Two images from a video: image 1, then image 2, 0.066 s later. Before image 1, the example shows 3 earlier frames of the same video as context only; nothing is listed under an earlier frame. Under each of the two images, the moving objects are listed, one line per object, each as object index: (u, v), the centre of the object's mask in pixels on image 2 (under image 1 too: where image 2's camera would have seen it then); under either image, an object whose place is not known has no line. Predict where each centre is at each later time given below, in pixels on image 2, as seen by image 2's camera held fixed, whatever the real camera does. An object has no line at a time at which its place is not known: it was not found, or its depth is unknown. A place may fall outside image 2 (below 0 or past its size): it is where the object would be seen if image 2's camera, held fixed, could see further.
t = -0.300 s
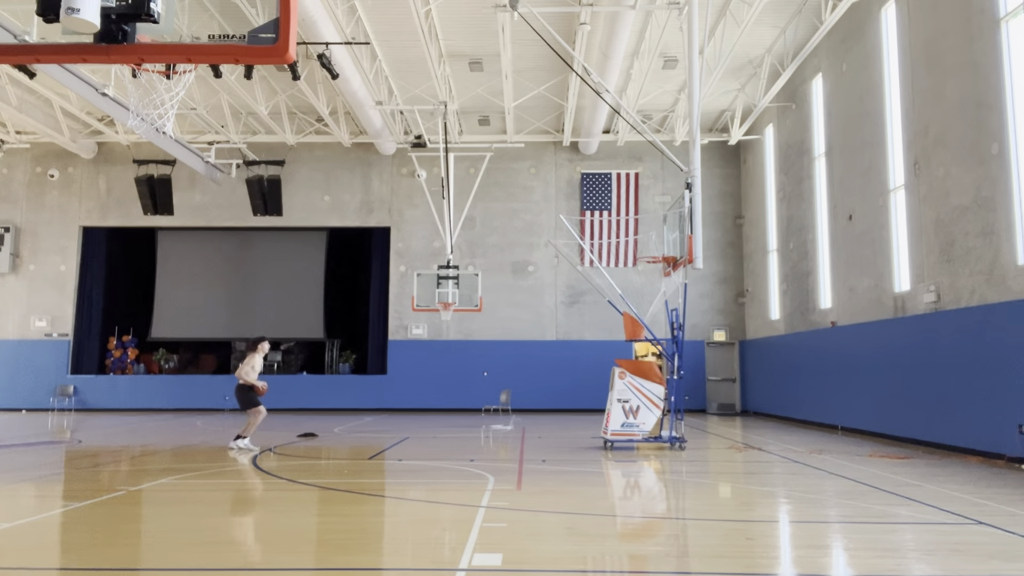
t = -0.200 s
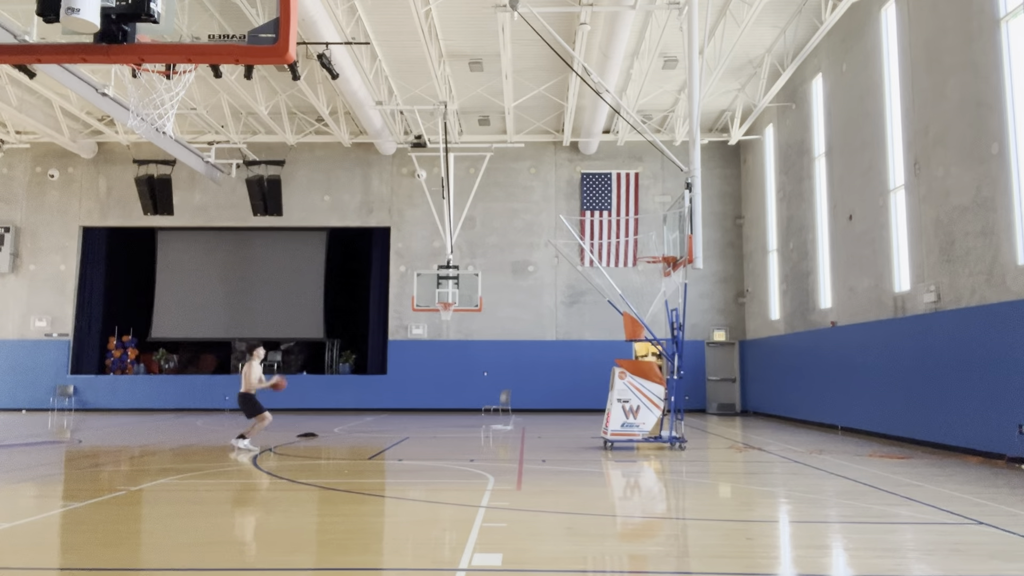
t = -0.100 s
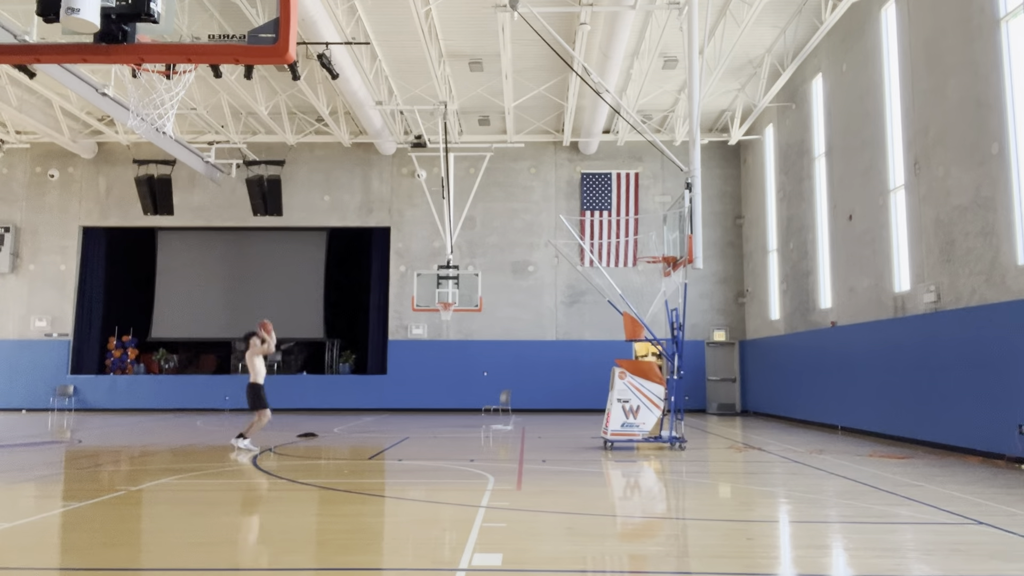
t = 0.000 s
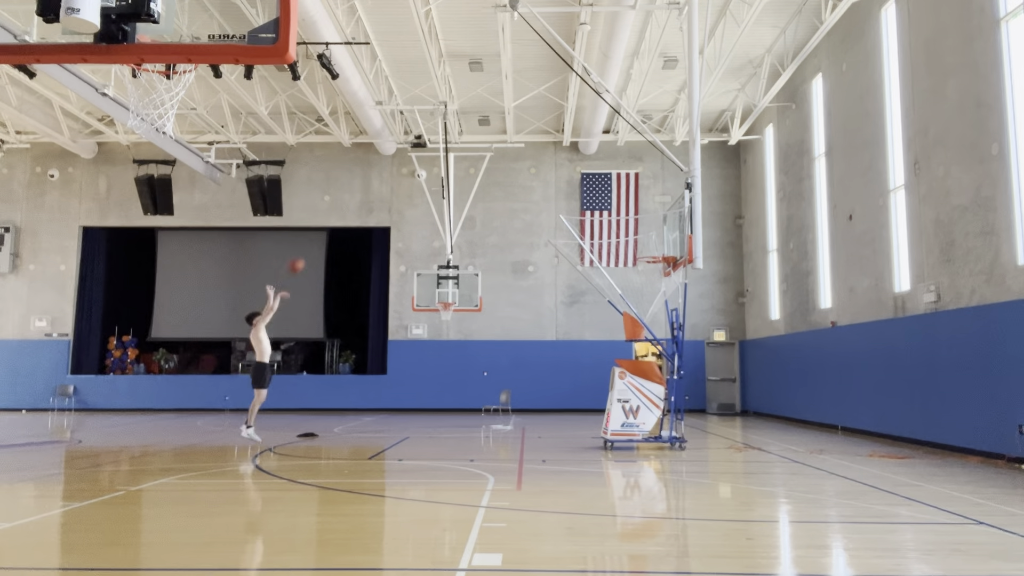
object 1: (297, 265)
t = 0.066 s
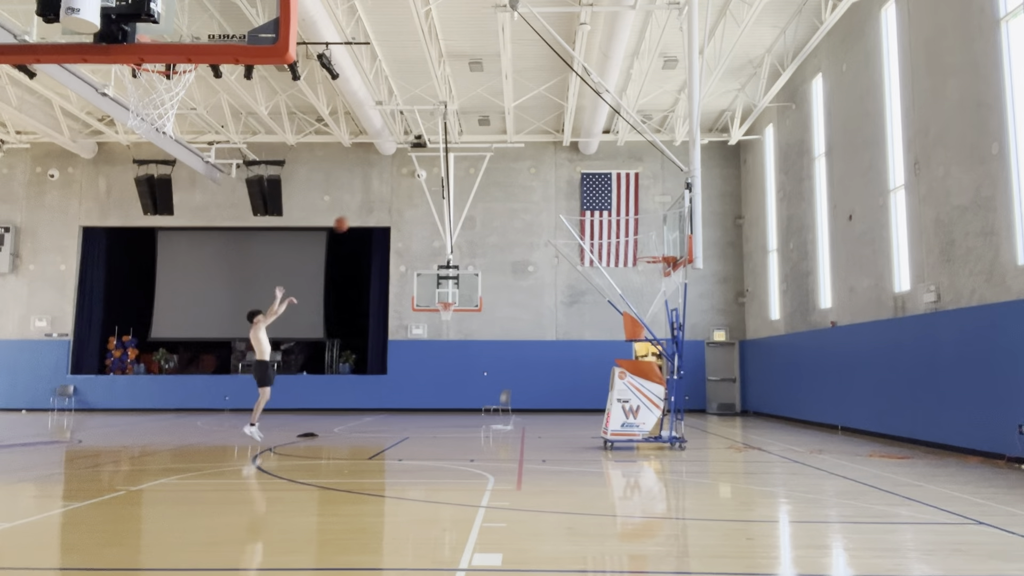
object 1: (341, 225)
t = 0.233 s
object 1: (459, 168)
